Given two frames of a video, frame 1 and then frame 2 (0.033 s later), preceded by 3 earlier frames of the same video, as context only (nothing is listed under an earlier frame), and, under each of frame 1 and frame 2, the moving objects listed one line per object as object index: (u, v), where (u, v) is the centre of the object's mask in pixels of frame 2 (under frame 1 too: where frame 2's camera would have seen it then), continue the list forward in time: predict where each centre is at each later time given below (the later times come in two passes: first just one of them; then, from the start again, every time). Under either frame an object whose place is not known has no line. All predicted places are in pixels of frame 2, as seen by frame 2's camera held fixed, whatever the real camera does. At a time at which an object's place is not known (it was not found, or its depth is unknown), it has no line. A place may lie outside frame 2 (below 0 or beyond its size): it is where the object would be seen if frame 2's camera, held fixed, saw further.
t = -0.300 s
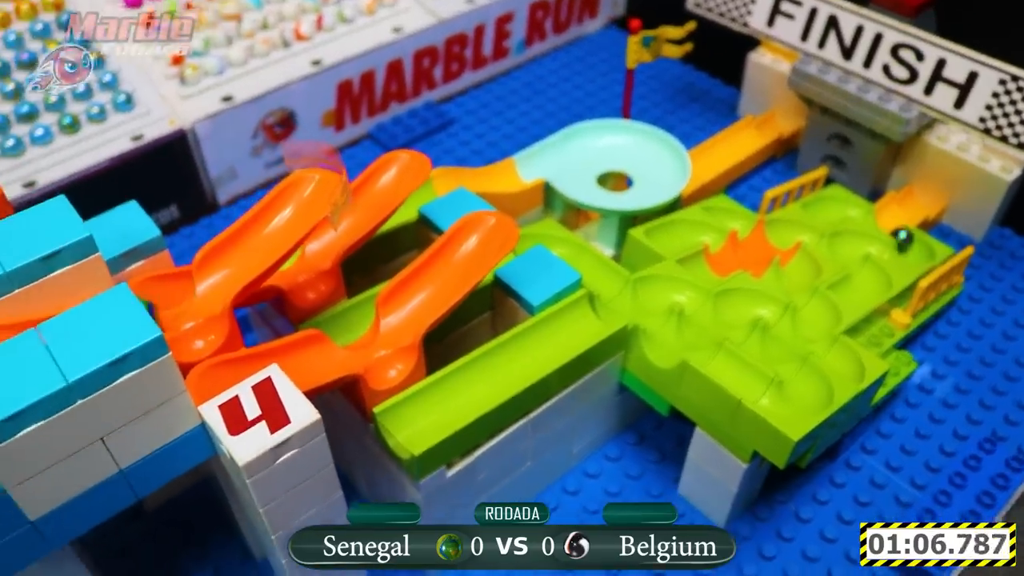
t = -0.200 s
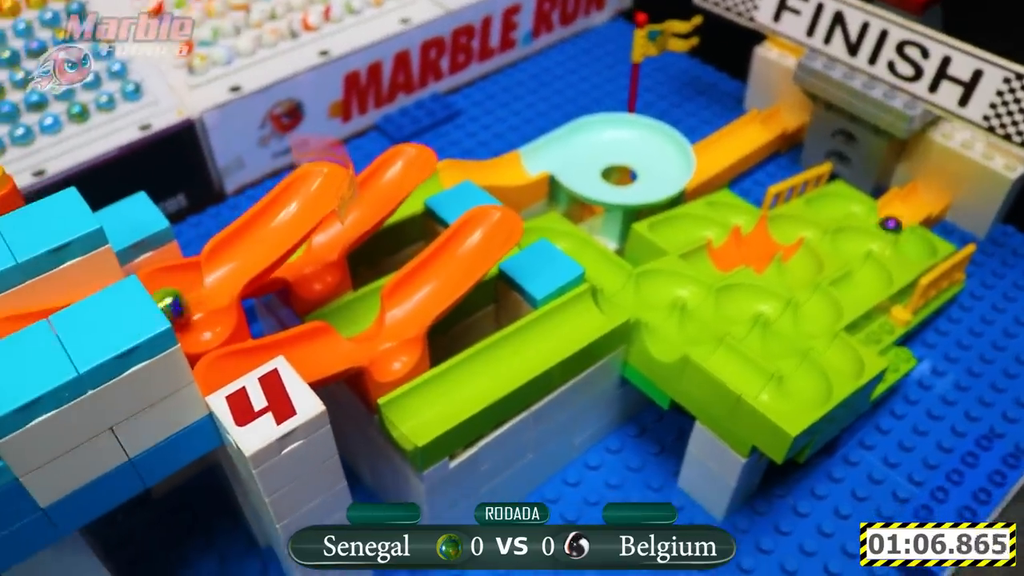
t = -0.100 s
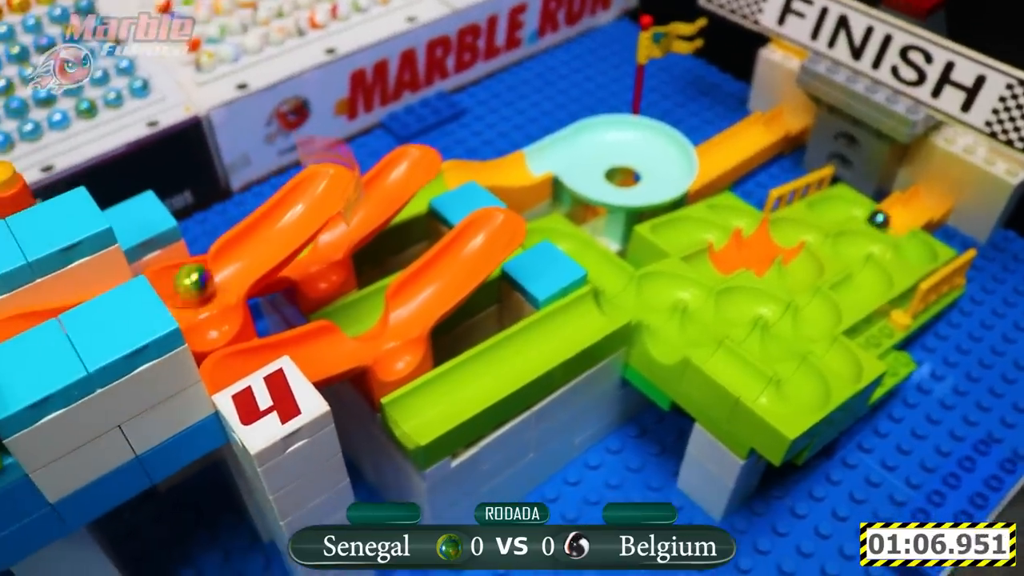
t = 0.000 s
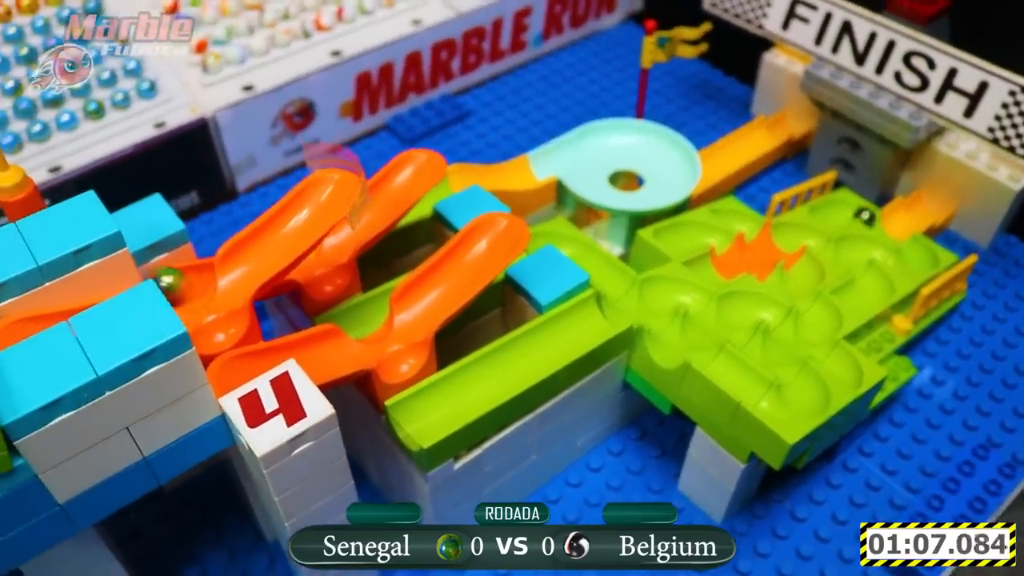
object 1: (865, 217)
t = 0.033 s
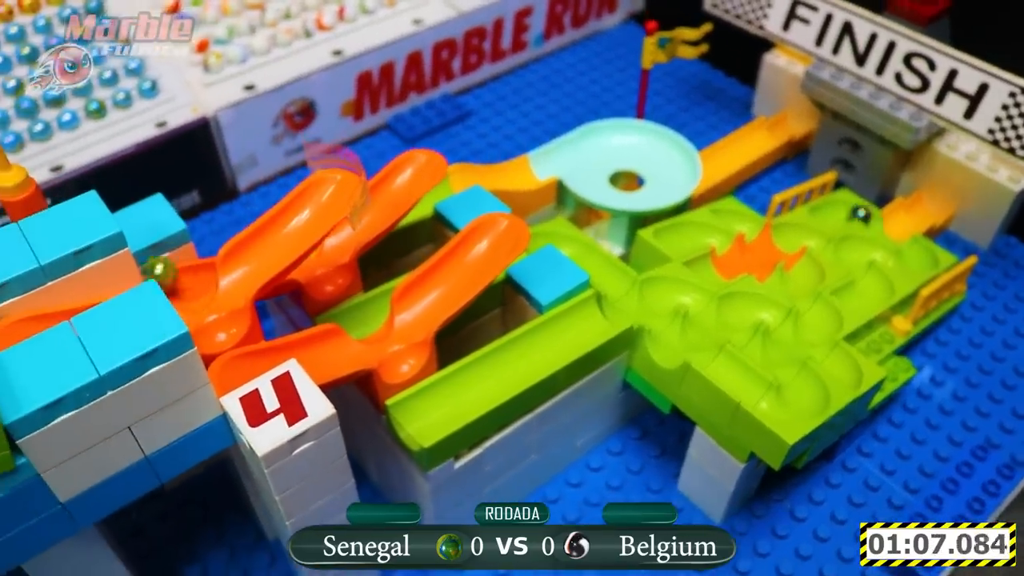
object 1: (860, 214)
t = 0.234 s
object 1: (849, 211)
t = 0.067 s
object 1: (856, 211)
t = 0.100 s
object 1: (852, 212)
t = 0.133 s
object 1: (850, 212)
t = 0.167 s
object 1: (848, 212)
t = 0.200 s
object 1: (847, 211)
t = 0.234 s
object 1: (849, 211)
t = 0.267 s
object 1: (853, 213)
